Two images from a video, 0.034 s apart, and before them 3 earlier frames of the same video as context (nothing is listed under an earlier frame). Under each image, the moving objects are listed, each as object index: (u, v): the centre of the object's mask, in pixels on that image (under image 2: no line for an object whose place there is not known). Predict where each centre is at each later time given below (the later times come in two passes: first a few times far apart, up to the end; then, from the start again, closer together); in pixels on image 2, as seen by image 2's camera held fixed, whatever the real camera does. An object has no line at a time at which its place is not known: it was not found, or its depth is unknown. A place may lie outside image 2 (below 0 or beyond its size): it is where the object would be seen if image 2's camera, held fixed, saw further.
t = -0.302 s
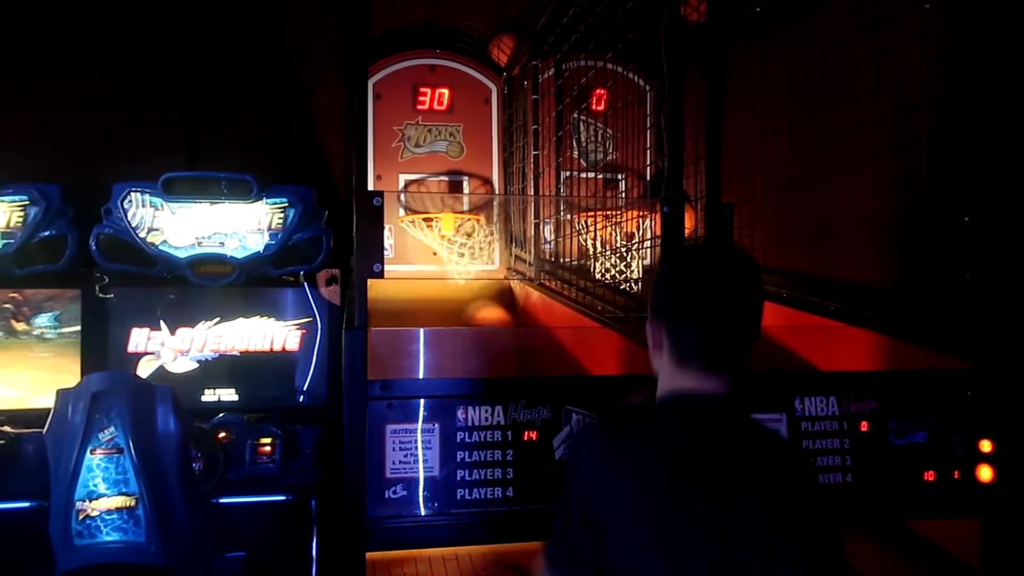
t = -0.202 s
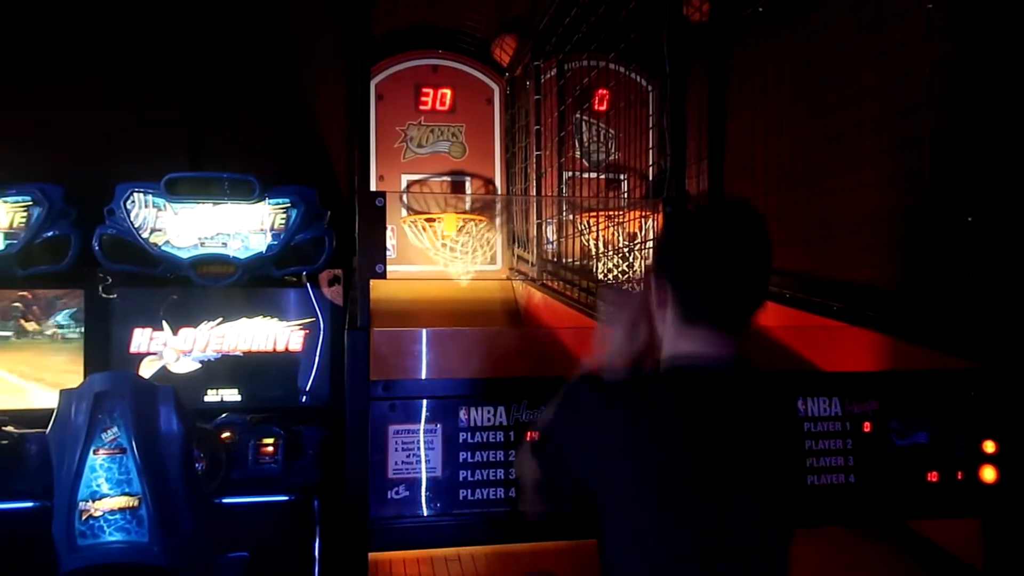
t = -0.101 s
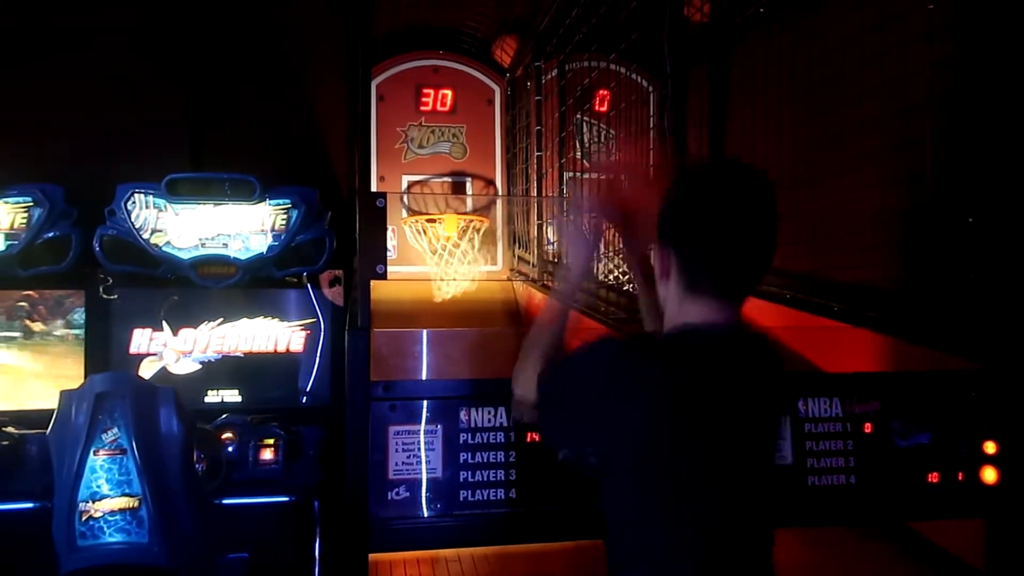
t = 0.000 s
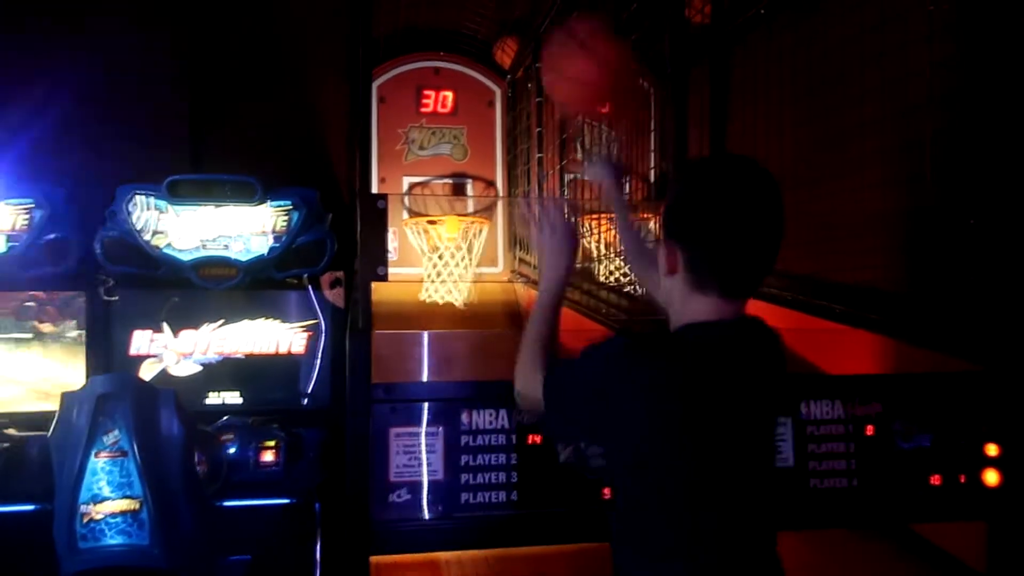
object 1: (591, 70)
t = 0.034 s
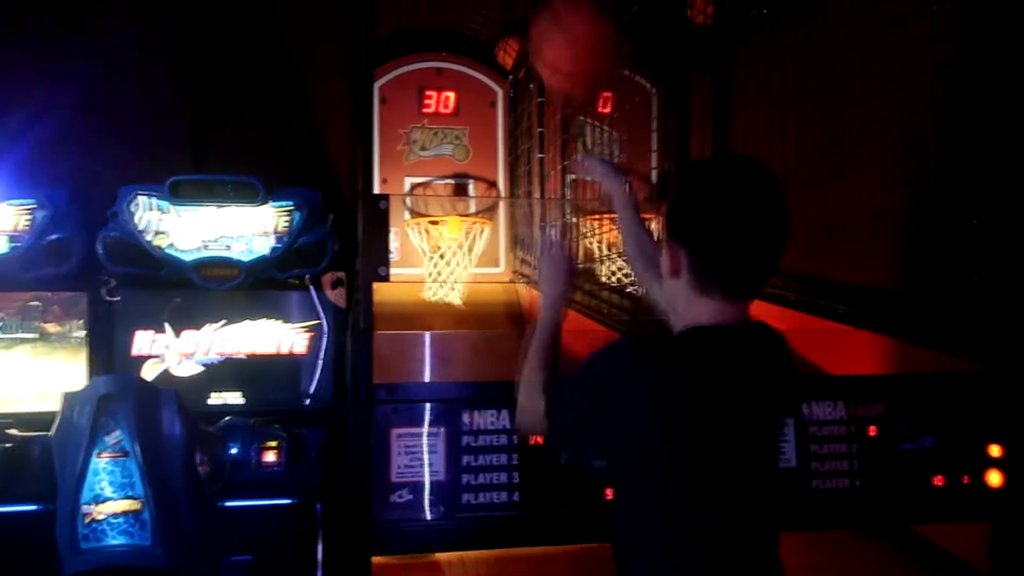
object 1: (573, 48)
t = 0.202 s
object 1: (514, 24)
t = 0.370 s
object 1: (473, 66)
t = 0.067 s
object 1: (559, 34)
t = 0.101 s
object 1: (549, 29)
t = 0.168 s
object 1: (526, 24)
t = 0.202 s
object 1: (514, 24)
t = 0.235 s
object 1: (505, 28)
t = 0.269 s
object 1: (495, 31)
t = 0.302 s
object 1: (487, 37)
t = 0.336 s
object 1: (481, 48)
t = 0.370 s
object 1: (473, 66)
